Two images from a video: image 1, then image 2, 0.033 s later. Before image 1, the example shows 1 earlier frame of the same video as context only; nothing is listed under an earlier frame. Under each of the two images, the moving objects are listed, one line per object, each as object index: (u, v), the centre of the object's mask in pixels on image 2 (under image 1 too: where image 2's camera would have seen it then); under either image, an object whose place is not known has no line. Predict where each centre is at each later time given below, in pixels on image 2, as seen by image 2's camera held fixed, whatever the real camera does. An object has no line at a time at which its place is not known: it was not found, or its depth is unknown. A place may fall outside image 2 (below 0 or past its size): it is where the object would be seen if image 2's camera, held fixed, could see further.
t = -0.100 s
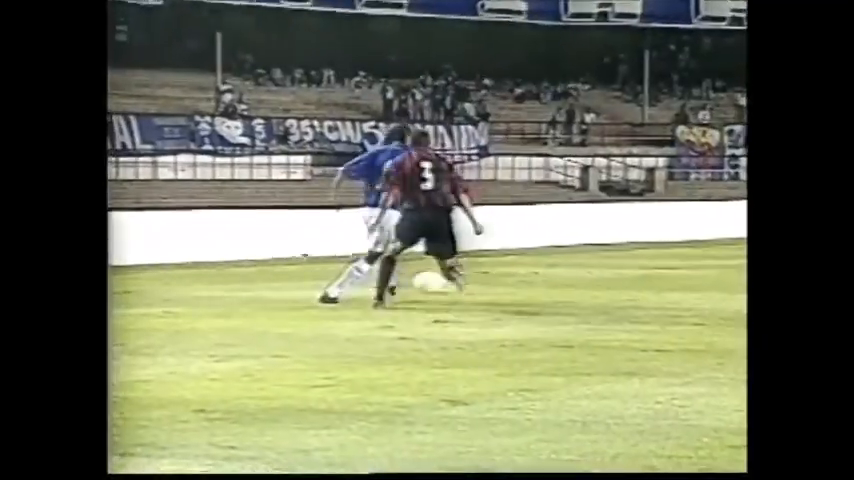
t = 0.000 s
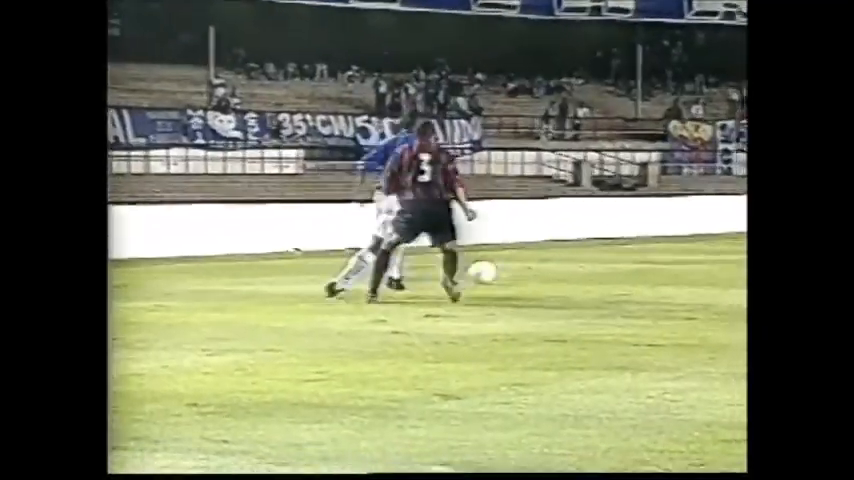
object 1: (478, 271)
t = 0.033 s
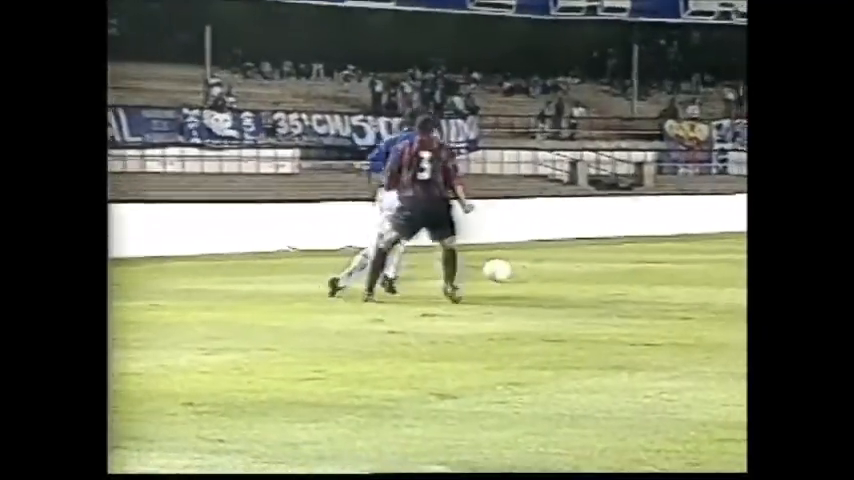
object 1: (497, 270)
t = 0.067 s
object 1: (515, 270)
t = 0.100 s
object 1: (533, 270)
